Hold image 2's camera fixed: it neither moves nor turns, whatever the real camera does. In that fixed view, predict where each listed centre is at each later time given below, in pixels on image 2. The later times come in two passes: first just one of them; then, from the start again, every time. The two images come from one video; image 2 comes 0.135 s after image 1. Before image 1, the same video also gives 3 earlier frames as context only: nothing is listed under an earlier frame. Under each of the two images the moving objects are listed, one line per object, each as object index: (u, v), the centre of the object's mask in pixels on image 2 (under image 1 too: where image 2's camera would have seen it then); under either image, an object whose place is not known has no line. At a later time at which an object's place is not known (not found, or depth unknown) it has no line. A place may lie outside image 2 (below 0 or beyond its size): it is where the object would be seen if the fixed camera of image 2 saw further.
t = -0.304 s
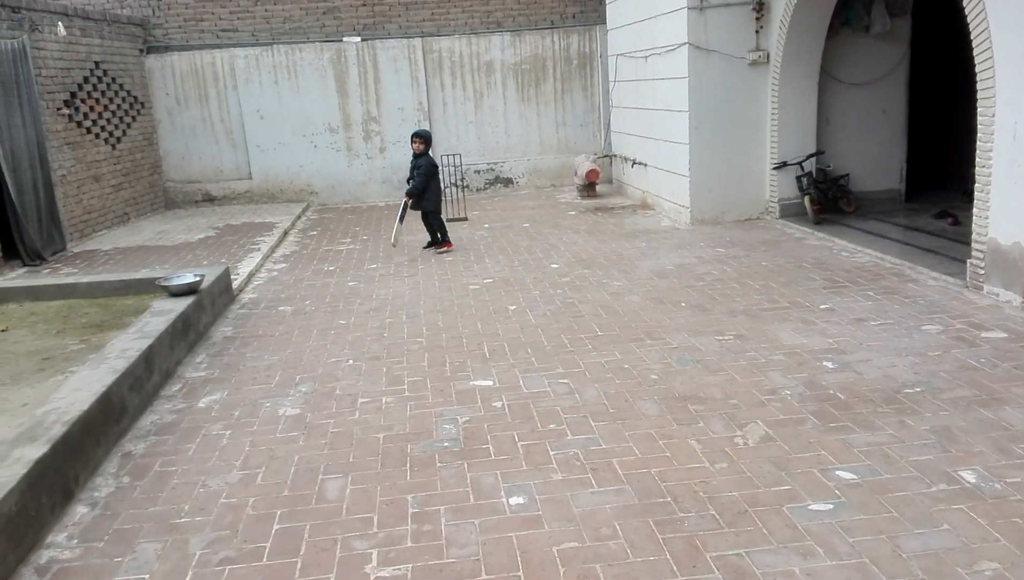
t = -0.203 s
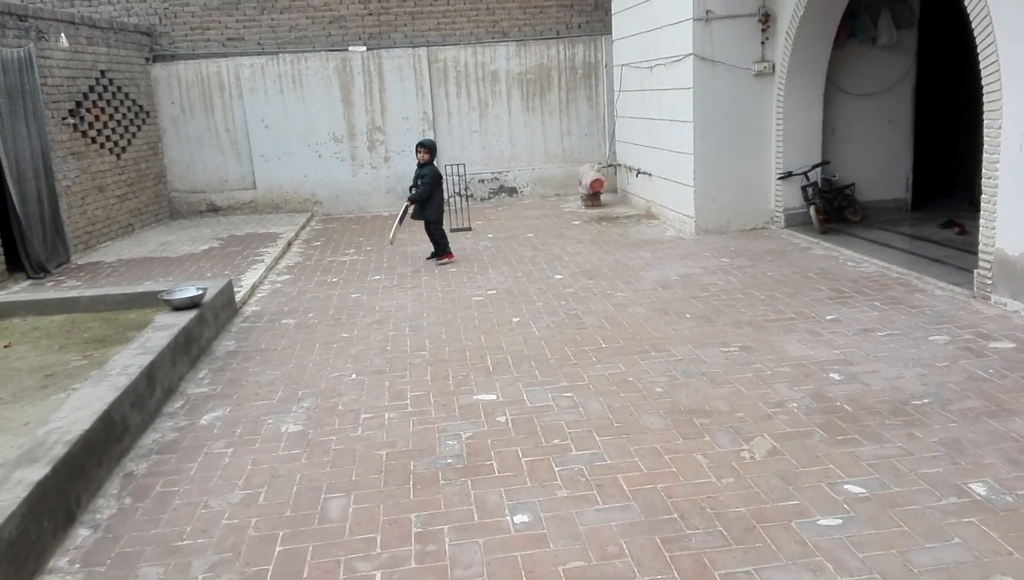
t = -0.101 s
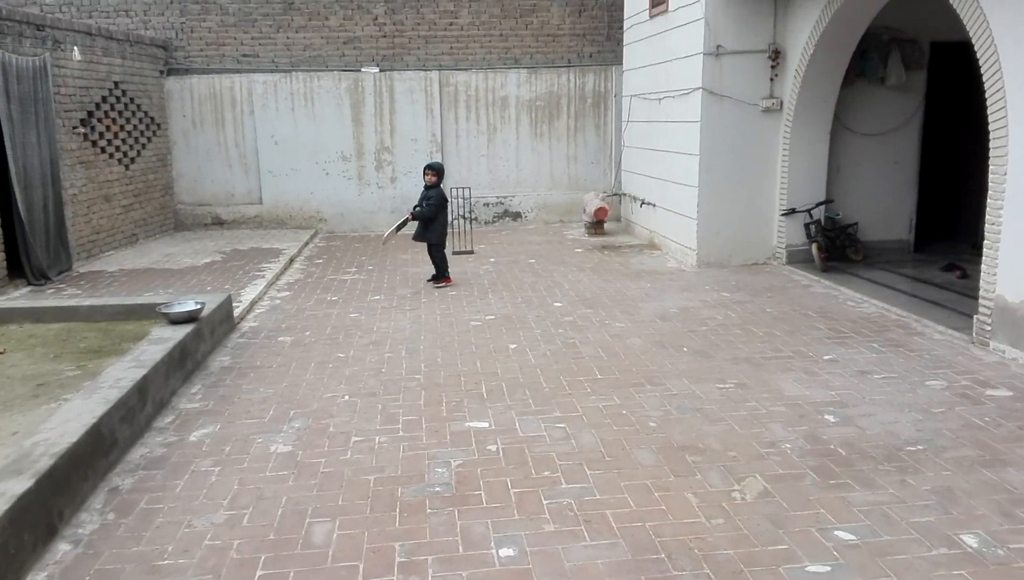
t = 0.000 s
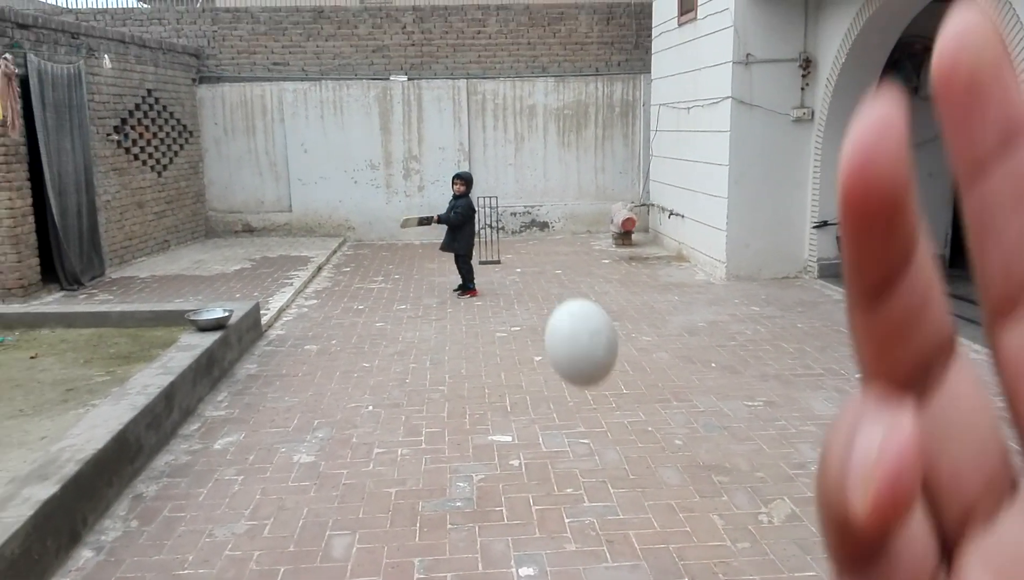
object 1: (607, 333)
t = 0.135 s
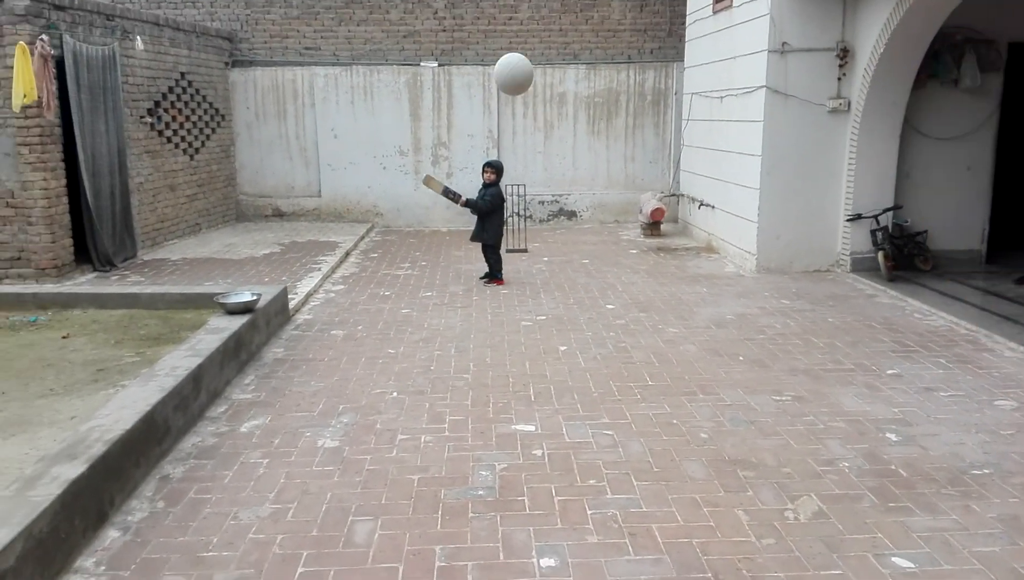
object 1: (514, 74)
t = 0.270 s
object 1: (491, 68)
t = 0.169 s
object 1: (505, 63)
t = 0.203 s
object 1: (499, 59)
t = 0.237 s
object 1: (494, 61)
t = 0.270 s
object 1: (491, 68)
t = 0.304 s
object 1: (488, 77)
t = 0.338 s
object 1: (484, 90)
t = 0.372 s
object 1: (481, 105)
